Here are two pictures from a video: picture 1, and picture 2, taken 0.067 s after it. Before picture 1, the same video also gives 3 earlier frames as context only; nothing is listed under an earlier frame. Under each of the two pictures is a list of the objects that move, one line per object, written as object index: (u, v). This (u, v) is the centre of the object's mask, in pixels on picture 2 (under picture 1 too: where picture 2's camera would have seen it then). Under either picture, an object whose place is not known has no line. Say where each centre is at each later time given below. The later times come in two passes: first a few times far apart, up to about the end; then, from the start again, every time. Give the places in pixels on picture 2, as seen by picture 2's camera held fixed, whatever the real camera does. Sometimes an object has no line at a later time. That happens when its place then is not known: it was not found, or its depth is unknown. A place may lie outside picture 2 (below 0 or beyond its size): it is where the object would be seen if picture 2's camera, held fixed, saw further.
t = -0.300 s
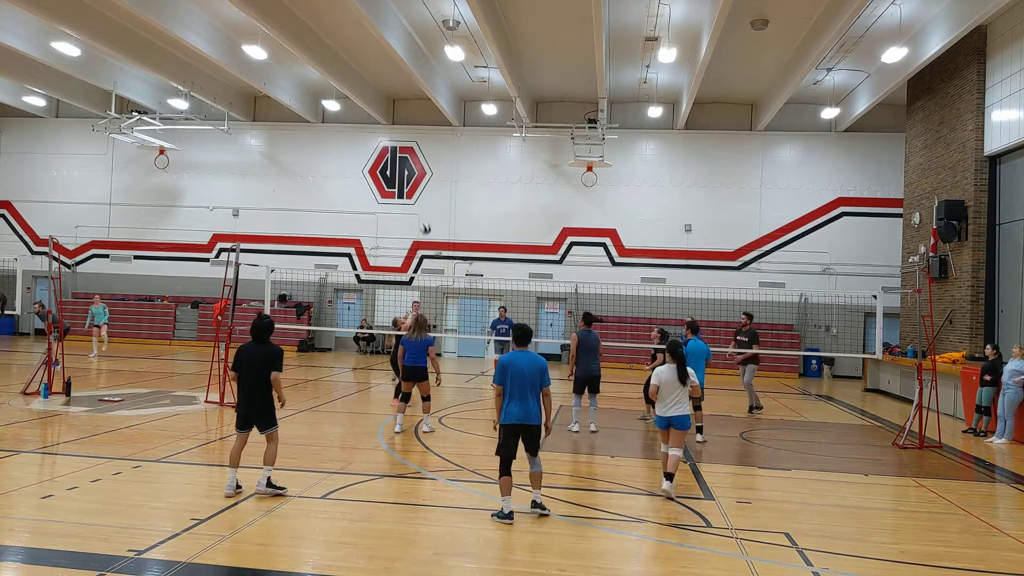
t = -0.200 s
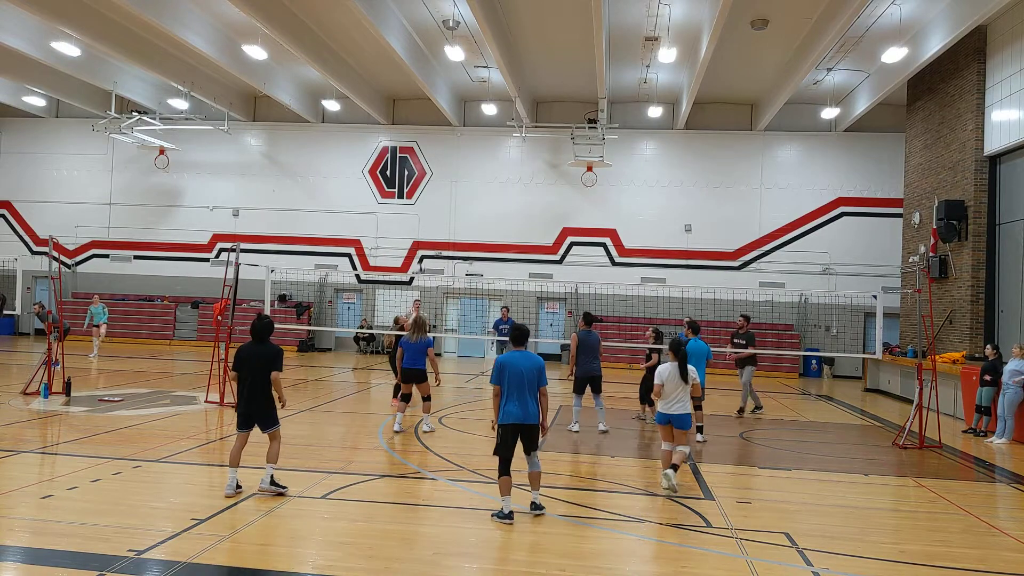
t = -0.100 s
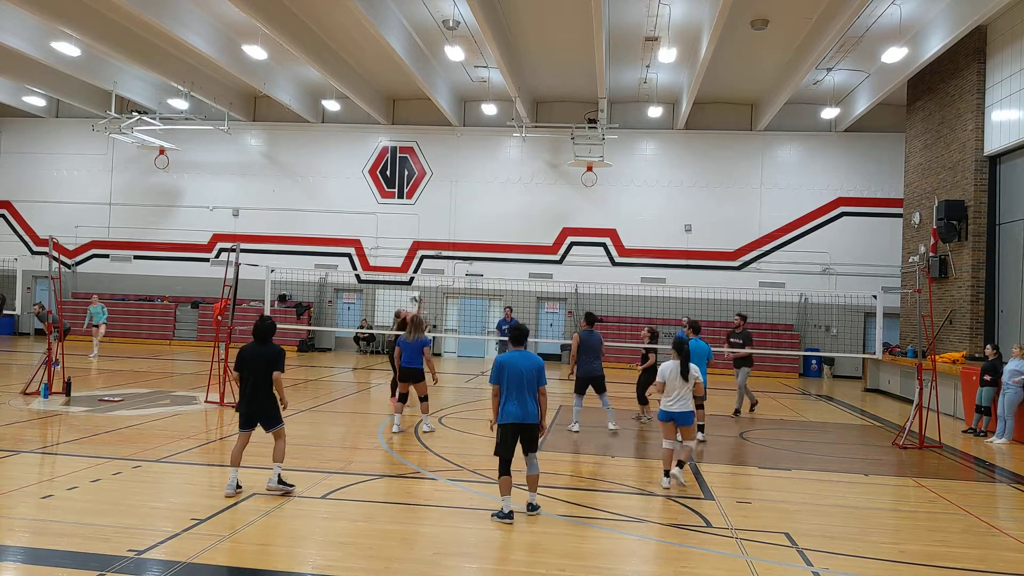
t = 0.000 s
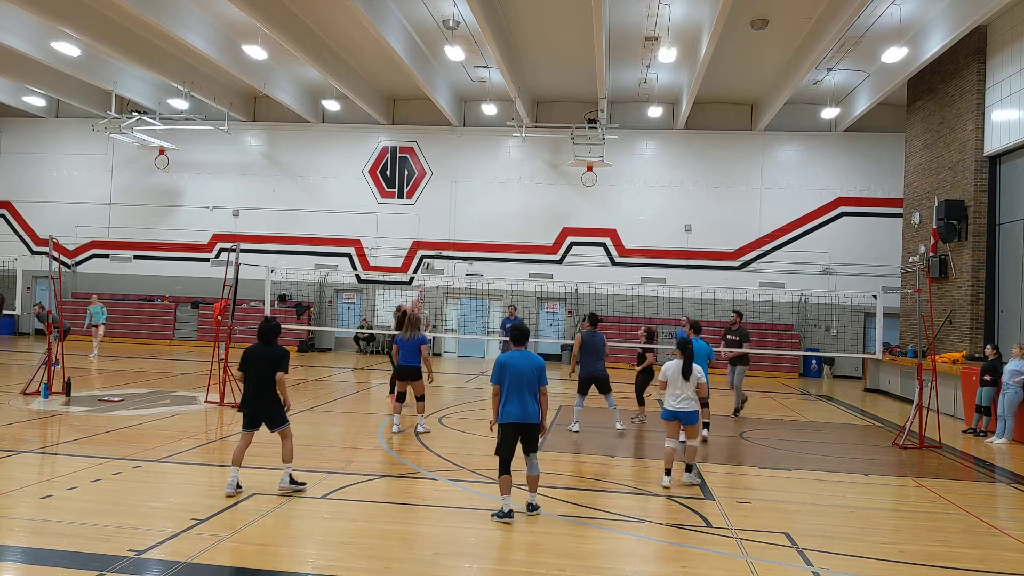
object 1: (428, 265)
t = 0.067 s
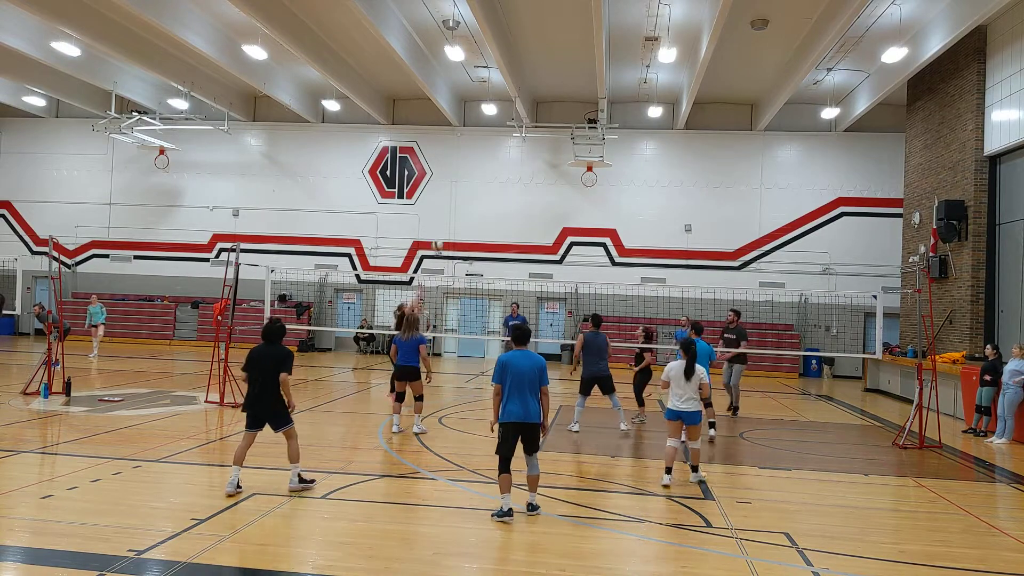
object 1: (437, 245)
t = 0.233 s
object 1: (457, 207)
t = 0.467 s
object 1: (483, 179)
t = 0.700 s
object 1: (506, 179)
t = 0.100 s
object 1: (440, 236)
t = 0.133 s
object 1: (445, 228)
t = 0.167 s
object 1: (449, 220)
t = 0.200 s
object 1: (453, 213)
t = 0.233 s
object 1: (457, 207)
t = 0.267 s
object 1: (461, 201)
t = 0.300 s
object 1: (465, 196)
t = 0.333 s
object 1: (469, 191)
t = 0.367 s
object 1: (472, 188)
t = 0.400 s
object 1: (475, 184)
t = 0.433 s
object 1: (479, 181)
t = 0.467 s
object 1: (483, 179)
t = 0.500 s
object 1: (486, 176)
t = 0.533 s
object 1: (490, 176)
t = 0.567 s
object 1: (493, 175)
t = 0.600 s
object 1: (496, 174)
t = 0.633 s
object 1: (499, 175)
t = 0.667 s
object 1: (503, 177)
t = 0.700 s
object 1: (506, 179)
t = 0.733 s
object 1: (509, 181)
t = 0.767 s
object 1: (512, 185)
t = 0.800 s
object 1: (516, 188)
